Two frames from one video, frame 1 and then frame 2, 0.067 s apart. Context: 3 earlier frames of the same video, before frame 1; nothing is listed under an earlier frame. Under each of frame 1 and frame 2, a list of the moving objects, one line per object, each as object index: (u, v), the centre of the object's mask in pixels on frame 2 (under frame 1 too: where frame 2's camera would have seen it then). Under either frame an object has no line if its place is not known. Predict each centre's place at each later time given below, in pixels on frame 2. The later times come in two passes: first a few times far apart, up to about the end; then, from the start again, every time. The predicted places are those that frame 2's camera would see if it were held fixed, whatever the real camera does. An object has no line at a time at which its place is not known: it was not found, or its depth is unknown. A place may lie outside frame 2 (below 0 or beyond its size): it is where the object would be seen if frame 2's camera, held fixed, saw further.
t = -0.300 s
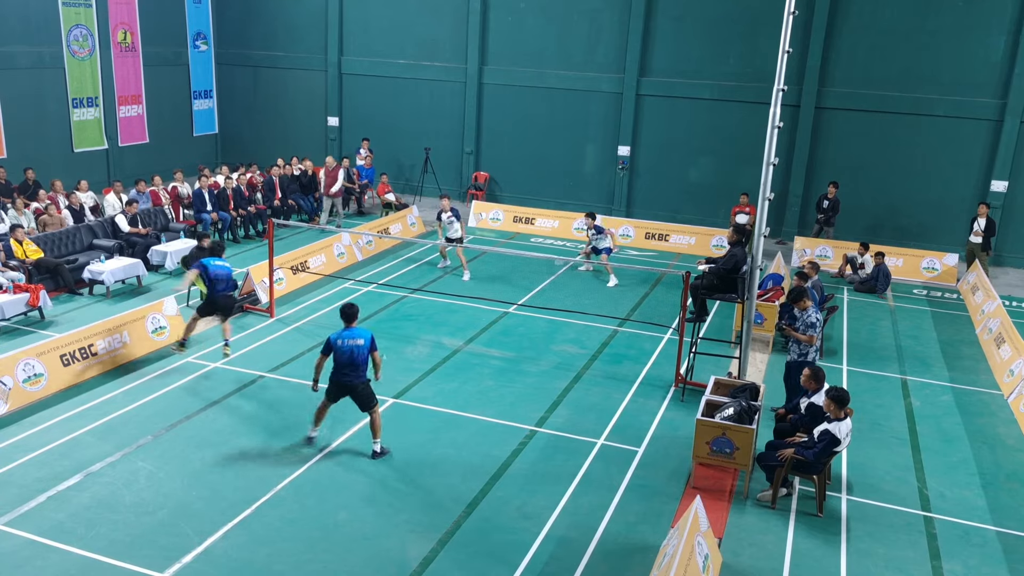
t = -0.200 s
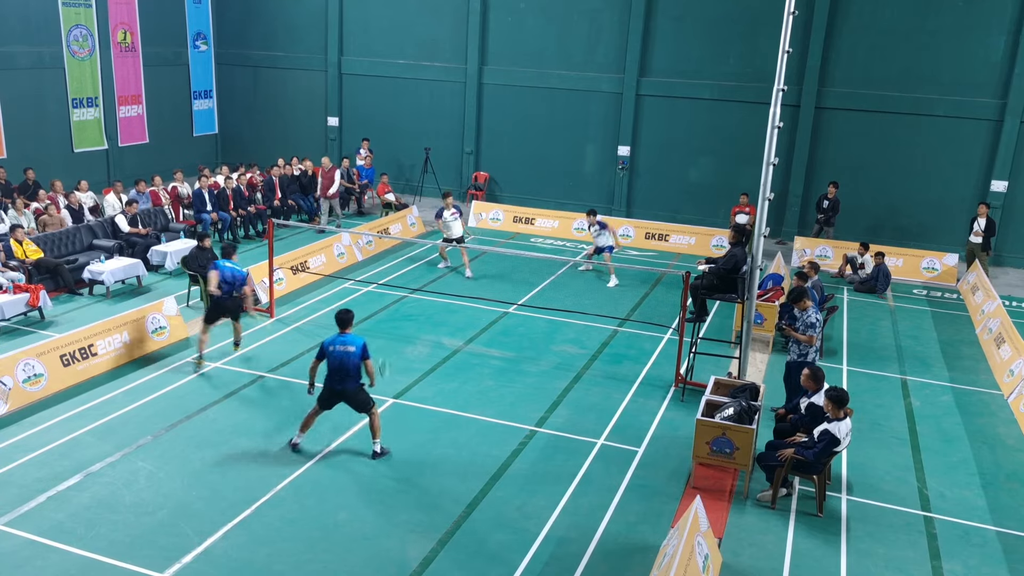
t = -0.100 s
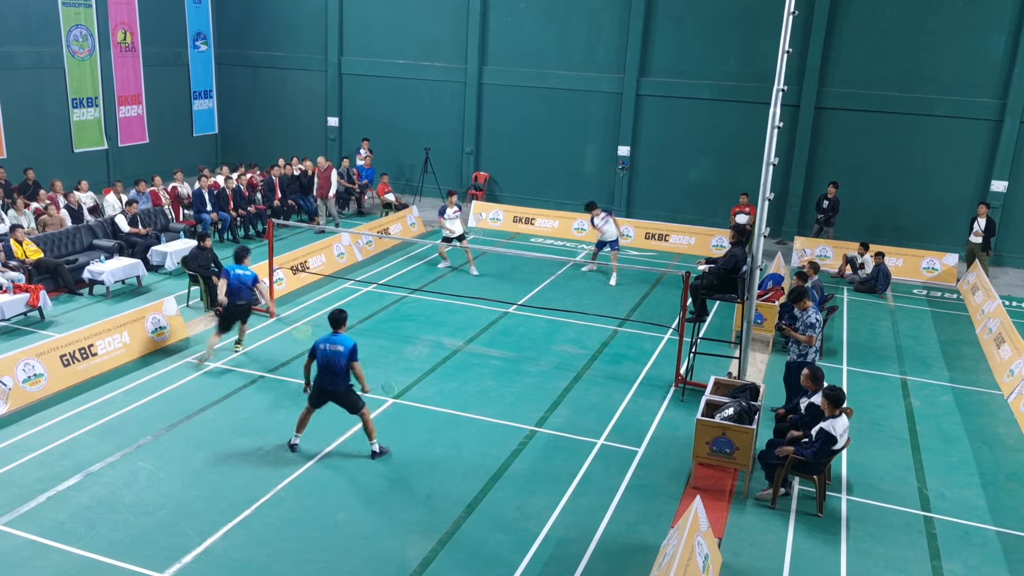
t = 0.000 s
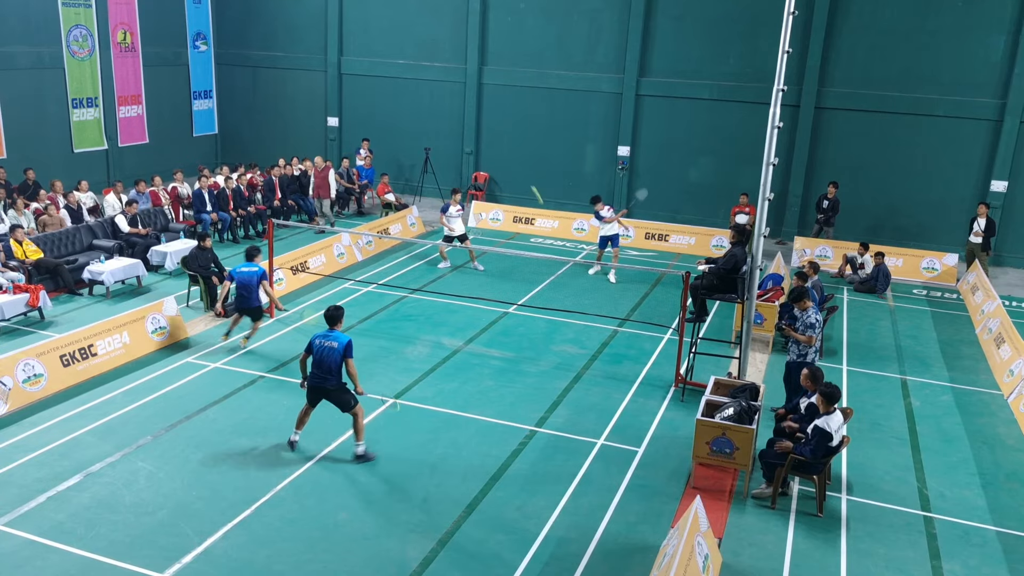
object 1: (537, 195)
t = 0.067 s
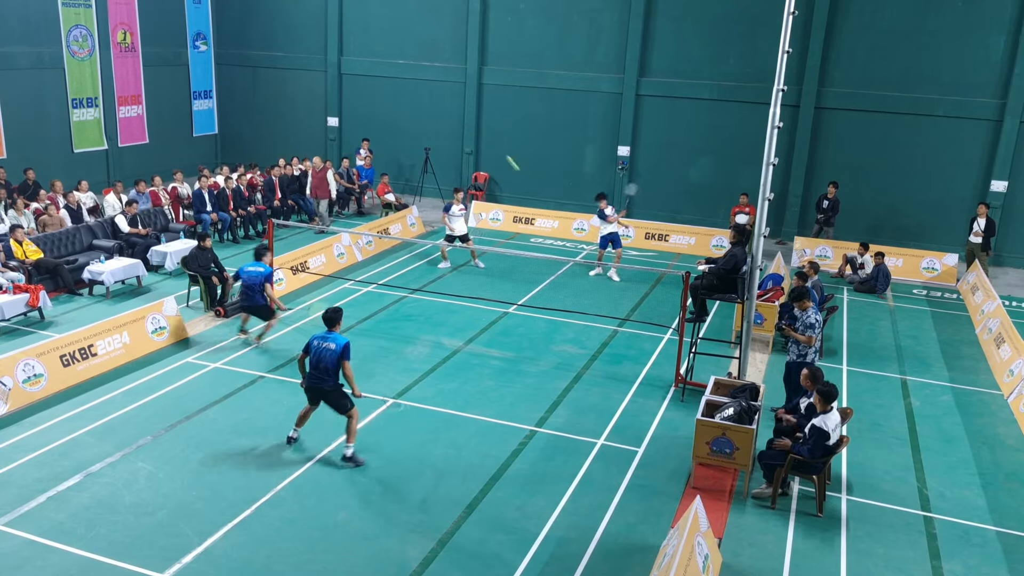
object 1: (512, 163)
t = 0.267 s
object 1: (448, 99)
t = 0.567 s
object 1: (359, 72)
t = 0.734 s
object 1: (311, 93)
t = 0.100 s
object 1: (501, 150)
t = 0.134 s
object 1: (491, 137)
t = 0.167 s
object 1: (480, 126)
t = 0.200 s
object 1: (470, 116)
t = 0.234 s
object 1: (459, 107)
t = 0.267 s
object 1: (448, 99)
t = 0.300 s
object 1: (438, 92)
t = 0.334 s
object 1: (428, 86)
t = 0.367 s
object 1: (418, 81)
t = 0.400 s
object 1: (408, 76)
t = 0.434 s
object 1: (398, 73)
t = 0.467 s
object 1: (388, 72)
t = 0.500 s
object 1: (378, 71)
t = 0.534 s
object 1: (369, 71)
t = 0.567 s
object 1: (359, 72)
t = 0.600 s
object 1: (349, 74)
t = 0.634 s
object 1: (340, 77)
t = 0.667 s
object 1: (330, 82)
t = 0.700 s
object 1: (320, 87)
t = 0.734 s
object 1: (311, 93)
